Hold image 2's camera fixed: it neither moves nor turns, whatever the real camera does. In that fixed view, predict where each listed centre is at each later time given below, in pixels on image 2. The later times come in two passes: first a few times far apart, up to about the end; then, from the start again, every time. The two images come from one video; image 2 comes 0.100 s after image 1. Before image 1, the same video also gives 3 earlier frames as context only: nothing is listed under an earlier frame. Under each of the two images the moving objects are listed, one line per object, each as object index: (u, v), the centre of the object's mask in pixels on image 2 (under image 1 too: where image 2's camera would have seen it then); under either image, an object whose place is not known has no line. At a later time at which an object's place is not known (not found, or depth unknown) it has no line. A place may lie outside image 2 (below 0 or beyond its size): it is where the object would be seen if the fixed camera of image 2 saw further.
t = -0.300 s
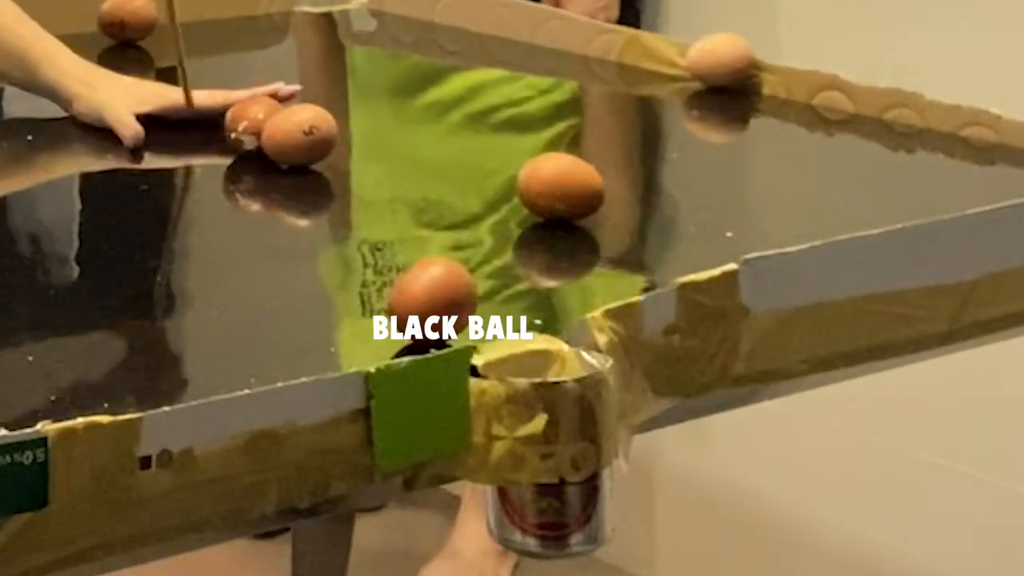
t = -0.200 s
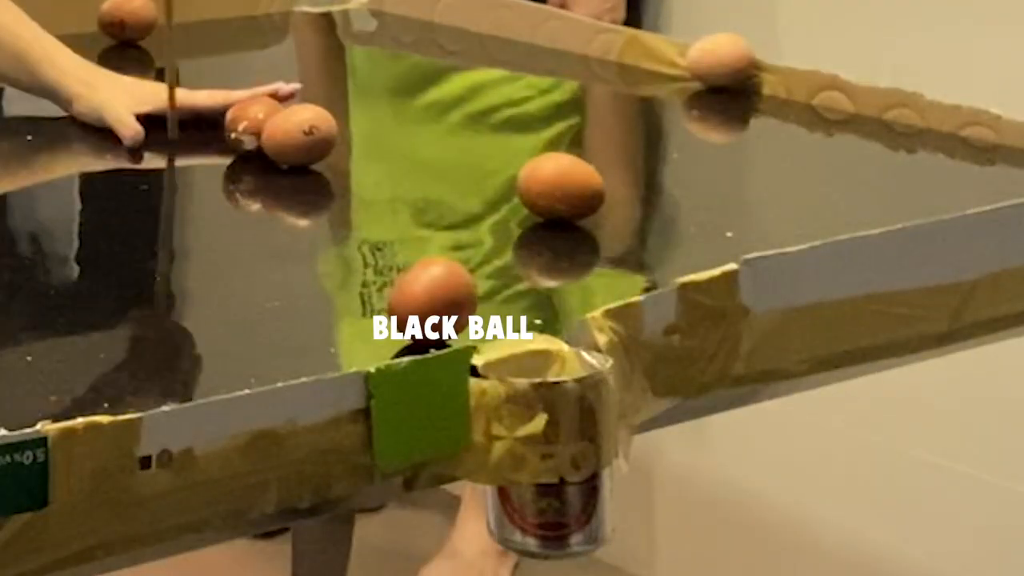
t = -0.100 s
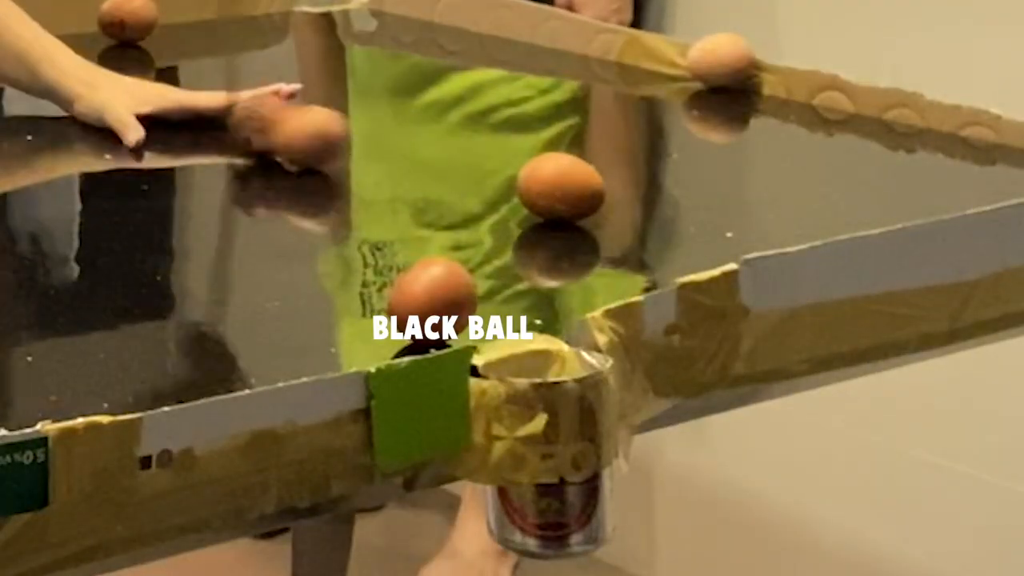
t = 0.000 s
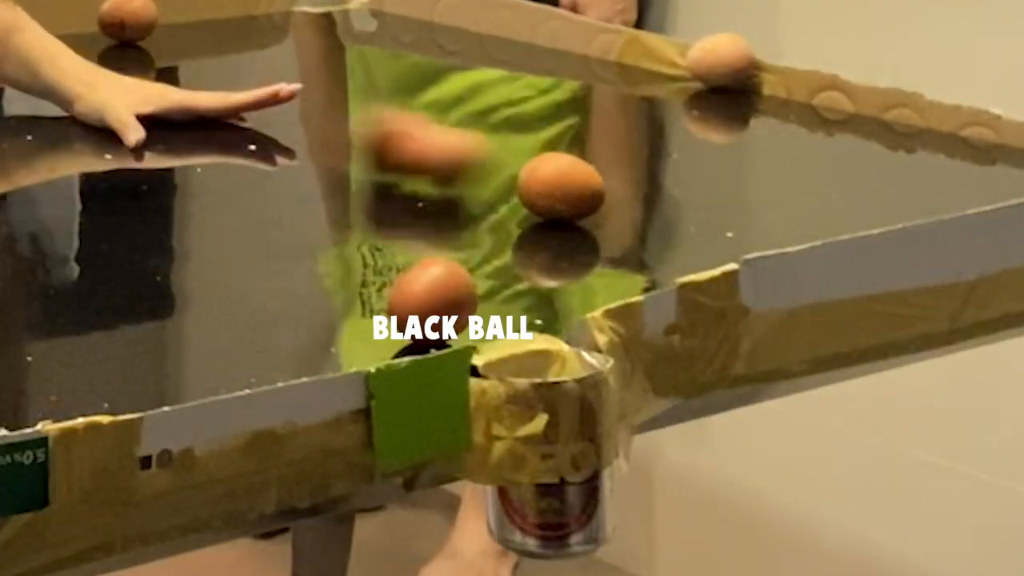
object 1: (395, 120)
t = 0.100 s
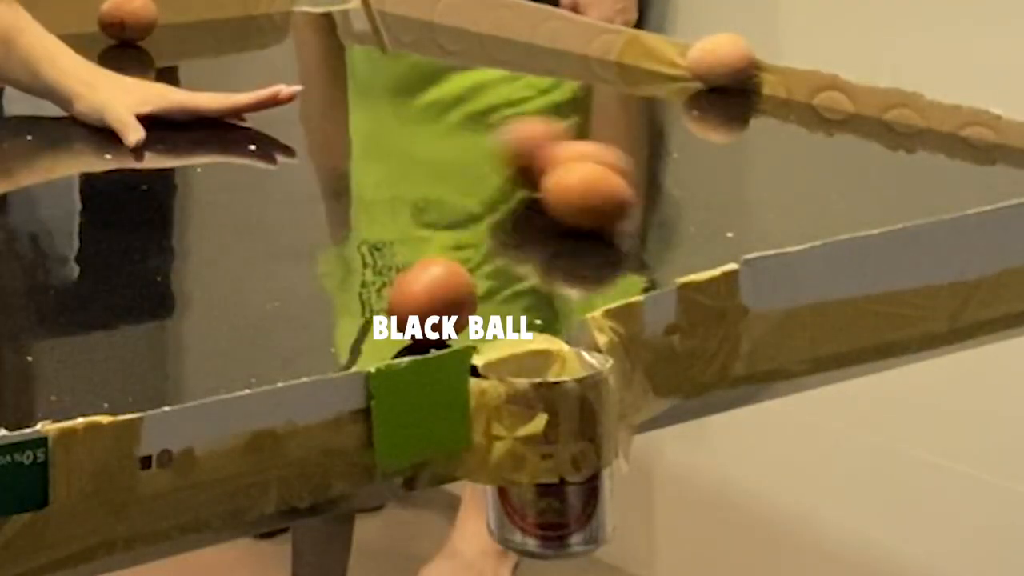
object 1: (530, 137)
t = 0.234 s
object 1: (657, 149)
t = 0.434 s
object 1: (826, 171)
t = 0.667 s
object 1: (952, 189)
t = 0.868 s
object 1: (948, 187)
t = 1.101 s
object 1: (939, 181)
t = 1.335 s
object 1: (914, 178)
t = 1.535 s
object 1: (919, 177)
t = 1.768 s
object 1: (920, 179)
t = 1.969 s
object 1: (917, 178)
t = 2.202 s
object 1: (917, 178)
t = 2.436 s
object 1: (930, 174)
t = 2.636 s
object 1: (935, 170)
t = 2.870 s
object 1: (918, 159)
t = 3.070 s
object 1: (900, 168)
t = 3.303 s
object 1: (905, 173)
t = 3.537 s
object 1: (915, 177)
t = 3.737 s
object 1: (913, 176)
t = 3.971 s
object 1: (913, 177)
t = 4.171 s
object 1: (911, 176)
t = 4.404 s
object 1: (912, 177)
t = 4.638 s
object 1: (911, 175)
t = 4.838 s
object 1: (912, 176)
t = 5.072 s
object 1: (912, 176)
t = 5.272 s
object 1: (912, 176)
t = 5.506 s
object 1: (912, 176)
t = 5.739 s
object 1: (912, 176)
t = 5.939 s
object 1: (912, 177)
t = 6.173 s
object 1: (912, 177)
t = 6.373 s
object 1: (912, 177)
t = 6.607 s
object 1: (912, 177)
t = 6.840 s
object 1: (912, 177)
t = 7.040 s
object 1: (913, 177)
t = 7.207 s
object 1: (913, 177)
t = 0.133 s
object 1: (566, 143)
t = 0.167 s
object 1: (592, 151)
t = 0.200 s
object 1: (625, 152)
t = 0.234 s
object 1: (657, 149)
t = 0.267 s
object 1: (689, 165)
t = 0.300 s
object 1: (715, 170)
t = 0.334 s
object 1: (742, 171)
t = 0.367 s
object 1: (774, 168)
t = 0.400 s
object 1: (803, 172)
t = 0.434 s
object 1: (826, 171)
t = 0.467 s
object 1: (865, 183)
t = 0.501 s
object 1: (881, 190)
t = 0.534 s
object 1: (904, 188)
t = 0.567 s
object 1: (927, 187)
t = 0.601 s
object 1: (949, 188)
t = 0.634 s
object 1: (961, 191)
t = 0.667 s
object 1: (952, 189)
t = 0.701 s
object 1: (946, 188)
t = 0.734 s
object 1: (943, 187)
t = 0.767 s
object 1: (941, 187)
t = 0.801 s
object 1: (942, 187)
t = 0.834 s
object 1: (944, 187)
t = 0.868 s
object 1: (948, 187)
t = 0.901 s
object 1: (952, 186)
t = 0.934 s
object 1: (956, 182)
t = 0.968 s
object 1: (958, 180)
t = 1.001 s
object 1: (956, 179)
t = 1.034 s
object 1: (952, 178)
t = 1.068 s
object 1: (946, 179)
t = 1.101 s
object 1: (939, 181)
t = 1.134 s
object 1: (930, 182)
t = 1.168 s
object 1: (920, 181)
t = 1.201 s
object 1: (914, 178)
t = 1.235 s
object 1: (910, 177)
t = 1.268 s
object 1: (909, 176)
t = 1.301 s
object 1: (910, 177)
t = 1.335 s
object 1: (914, 178)
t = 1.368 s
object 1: (919, 178)
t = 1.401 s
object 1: (923, 177)
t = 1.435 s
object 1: (924, 176)
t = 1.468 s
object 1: (924, 176)
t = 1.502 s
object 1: (922, 176)
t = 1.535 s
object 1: (919, 177)
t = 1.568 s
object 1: (917, 177)
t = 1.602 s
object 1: (915, 177)
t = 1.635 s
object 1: (915, 178)
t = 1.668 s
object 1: (917, 179)
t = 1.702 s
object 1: (919, 179)
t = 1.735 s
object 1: (920, 179)
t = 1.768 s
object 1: (920, 179)
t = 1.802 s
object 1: (919, 179)
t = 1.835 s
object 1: (918, 180)
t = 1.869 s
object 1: (918, 179)
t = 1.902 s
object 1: (918, 179)
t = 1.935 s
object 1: (918, 179)
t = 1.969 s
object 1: (917, 178)
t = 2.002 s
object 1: (917, 178)
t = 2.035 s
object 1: (917, 178)
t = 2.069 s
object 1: (917, 178)
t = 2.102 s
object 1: (917, 178)
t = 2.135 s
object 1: (917, 178)
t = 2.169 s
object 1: (917, 178)
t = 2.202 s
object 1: (917, 178)
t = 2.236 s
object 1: (919, 177)
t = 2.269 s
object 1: (921, 177)
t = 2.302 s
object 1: (924, 176)
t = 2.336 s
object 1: (926, 176)
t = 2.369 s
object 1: (927, 176)
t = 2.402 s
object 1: (928, 175)
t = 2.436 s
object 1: (930, 174)
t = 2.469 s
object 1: (931, 174)
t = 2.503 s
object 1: (933, 174)
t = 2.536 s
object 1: (933, 174)
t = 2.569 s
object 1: (934, 173)
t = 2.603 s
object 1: (935, 171)
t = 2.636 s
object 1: (935, 170)
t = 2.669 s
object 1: (936, 169)
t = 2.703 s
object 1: (937, 168)
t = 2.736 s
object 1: (937, 166)
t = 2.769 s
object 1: (933, 165)
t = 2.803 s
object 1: (927, 162)
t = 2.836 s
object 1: (922, 159)
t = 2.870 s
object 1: (918, 159)
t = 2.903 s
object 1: (912, 160)
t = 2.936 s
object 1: (907, 162)
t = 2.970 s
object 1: (903, 164)
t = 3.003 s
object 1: (901, 166)
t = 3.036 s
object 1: (900, 167)
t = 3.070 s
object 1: (900, 168)
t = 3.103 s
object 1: (900, 168)
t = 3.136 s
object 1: (900, 170)
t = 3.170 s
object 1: (901, 170)
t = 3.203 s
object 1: (902, 171)
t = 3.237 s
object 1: (903, 172)
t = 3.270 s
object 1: (904, 172)
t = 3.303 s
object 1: (905, 173)
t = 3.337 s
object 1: (906, 174)
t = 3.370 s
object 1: (908, 174)
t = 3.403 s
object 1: (910, 175)
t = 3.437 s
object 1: (911, 176)
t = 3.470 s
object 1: (913, 177)
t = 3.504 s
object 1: (915, 177)
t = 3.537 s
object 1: (915, 177)
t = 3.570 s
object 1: (915, 177)
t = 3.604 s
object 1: (915, 177)
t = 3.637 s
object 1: (915, 177)
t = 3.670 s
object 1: (914, 177)
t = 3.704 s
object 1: (914, 177)
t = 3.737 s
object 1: (913, 176)
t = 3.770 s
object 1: (912, 176)
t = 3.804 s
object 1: (912, 176)
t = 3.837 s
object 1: (912, 176)
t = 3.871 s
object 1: (912, 176)
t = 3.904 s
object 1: (913, 176)
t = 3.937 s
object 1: (913, 177)
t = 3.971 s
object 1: (913, 177)
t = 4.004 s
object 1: (913, 177)
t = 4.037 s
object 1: (912, 177)
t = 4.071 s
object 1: (912, 177)
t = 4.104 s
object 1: (912, 176)
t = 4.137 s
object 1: (911, 176)
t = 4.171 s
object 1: (911, 176)
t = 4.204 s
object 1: (911, 176)
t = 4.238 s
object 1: (911, 176)
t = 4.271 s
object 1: (911, 176)
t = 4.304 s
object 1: (911, 176)
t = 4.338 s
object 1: (912, 176)
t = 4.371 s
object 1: (912, 177)
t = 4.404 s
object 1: (912, 177)
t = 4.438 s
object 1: (912, 176)
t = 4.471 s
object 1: (912, 176)
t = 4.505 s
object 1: (911, 176)
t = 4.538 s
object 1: (911, 176)
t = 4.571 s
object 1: (911, 176)
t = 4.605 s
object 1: (911, 175)
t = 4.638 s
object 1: (911, 175)
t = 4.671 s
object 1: (911, 175)
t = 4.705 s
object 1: (911, 175)
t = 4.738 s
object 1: (910, 176)
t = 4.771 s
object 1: (911, 176)
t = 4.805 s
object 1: (911, 176)
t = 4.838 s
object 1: (912, 176)
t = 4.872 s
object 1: (912, 176)
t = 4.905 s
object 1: (912, 176)
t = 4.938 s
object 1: (912, 176)
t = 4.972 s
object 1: (912, 176)
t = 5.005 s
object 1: (912, 176)
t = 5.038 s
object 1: (912, 176)
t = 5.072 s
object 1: (912, 176)
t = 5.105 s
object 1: (912, 176)
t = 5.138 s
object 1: (912, 176)
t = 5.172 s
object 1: (912, 176)
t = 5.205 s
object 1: (912, 176)
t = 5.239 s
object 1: (912, 176)
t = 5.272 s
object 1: (912, 176)
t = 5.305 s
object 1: (912, 176)
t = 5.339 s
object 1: (912, 176)
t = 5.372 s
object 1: (912, 176)
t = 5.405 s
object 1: (912, 176)
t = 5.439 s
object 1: (912, 176)
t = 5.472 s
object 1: (912, 176)
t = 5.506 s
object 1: (912, 176)
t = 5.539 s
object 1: (913, 176)
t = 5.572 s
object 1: (912, 176)
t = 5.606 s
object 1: (912, 177)
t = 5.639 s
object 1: (912, 176)
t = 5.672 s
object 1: (912, 176)
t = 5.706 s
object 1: (912, 176)
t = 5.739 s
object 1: (912, 176)
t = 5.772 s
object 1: (912, 176)
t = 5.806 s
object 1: (913, 175)
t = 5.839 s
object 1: (912, 176)
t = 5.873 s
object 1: (912, 176)
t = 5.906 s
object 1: (912, 177)
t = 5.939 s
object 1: (912, 177)
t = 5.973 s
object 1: (912, 177)
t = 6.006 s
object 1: (912, 177)
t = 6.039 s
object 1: (912, 177)
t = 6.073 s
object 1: (912, 177)
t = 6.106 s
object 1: (912, 177)
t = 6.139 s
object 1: (912, 177)
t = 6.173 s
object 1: (912, 177)
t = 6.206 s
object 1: (912, 177)
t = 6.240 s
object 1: (912, 177)
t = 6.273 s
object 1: (912, 177)
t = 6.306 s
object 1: (912, 177)
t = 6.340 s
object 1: (912, 177)
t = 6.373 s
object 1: (912, 177)
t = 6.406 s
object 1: (912, 176)
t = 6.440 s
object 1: (912, 177)
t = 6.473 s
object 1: (912, 177)
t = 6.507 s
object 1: (912, 177)
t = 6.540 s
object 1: (912, 177)
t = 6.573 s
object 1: (912, 177)
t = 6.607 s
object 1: (912, 177)
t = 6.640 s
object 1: (912, 177)
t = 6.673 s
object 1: (912, 177)
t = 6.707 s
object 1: (912, 177)
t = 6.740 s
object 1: (912, 177)
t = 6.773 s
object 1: (912, 177)
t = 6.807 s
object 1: (912, 177)
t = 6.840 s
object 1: (912, 177)
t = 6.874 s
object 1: (912, 176)
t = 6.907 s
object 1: (912, 176)
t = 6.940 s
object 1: (912, 176)
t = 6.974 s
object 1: (912, 177)
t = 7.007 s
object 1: (912, 177)
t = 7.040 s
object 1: (913, 177)
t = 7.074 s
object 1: (912, 177)
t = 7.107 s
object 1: (913, 177)
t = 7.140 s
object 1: (913, 177)
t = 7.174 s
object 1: (913, 177)
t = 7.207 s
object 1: (913, 177)
